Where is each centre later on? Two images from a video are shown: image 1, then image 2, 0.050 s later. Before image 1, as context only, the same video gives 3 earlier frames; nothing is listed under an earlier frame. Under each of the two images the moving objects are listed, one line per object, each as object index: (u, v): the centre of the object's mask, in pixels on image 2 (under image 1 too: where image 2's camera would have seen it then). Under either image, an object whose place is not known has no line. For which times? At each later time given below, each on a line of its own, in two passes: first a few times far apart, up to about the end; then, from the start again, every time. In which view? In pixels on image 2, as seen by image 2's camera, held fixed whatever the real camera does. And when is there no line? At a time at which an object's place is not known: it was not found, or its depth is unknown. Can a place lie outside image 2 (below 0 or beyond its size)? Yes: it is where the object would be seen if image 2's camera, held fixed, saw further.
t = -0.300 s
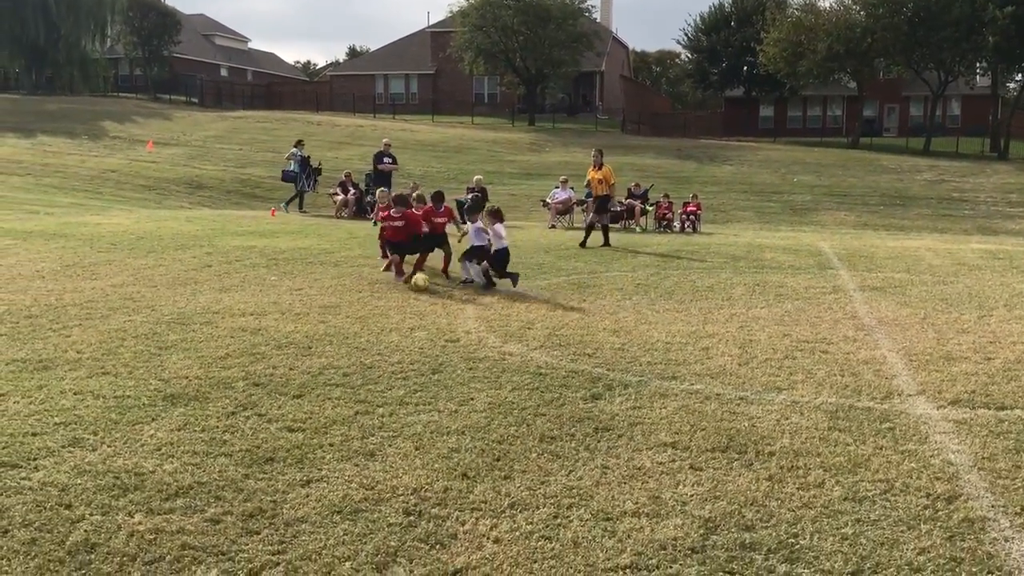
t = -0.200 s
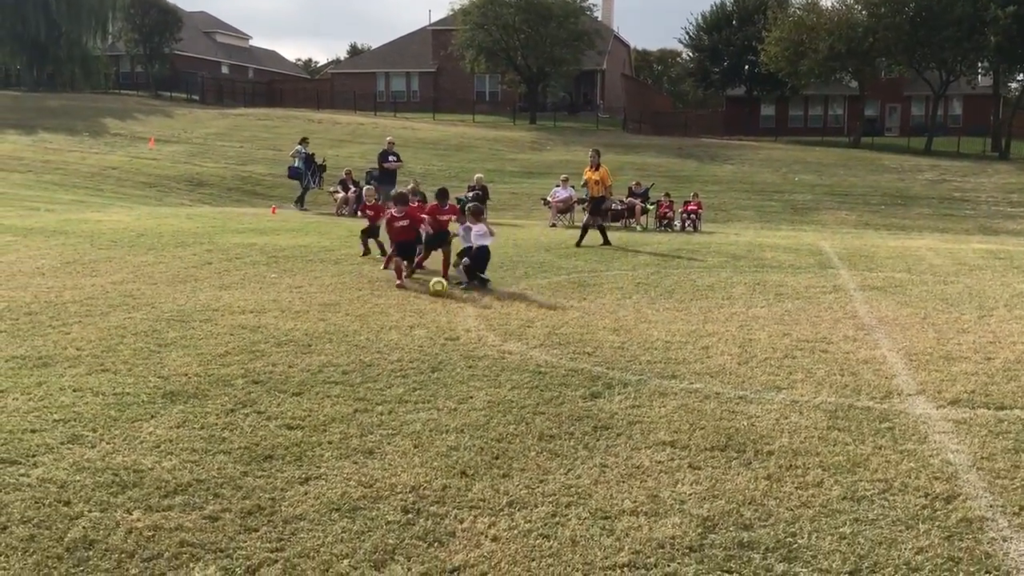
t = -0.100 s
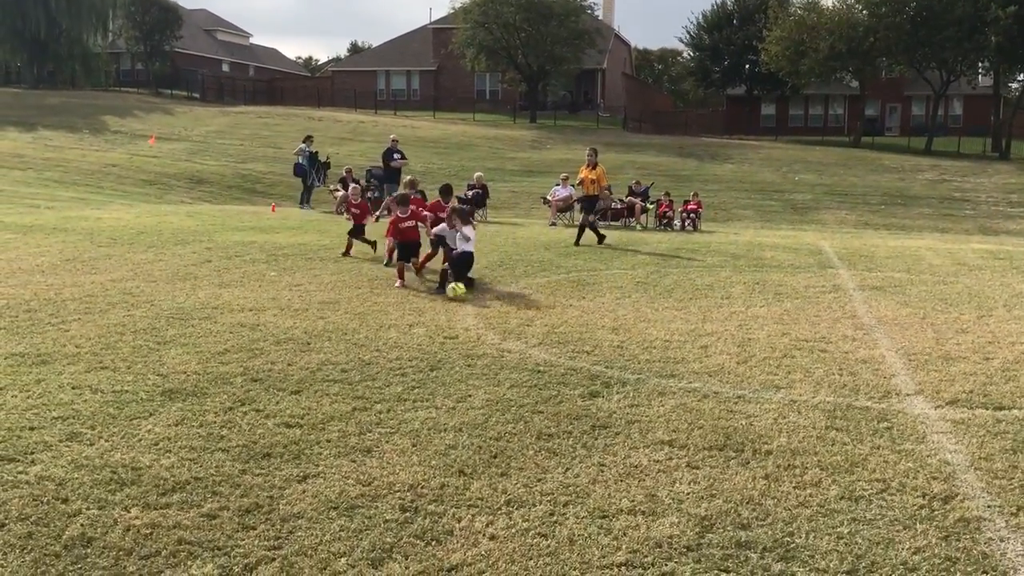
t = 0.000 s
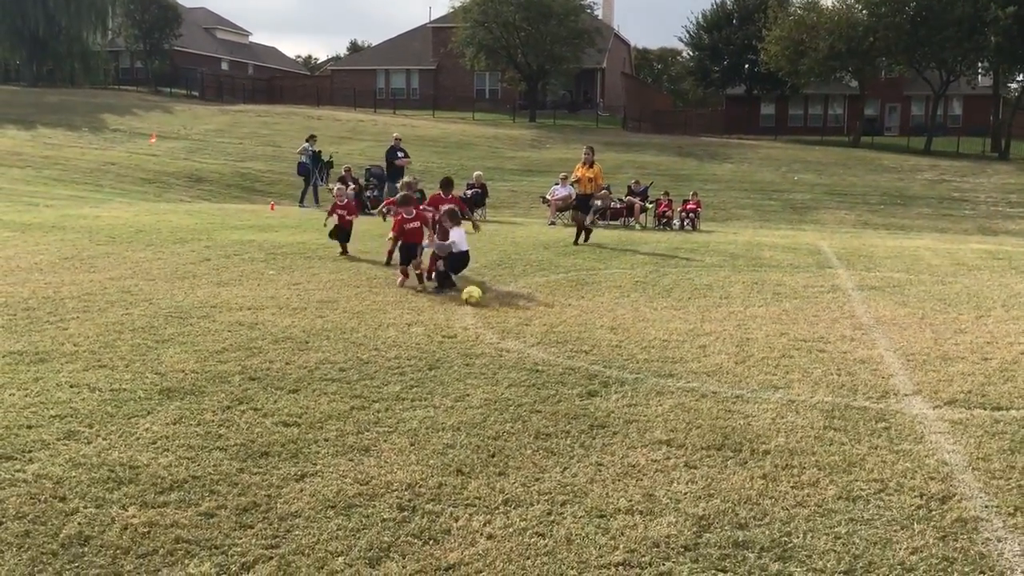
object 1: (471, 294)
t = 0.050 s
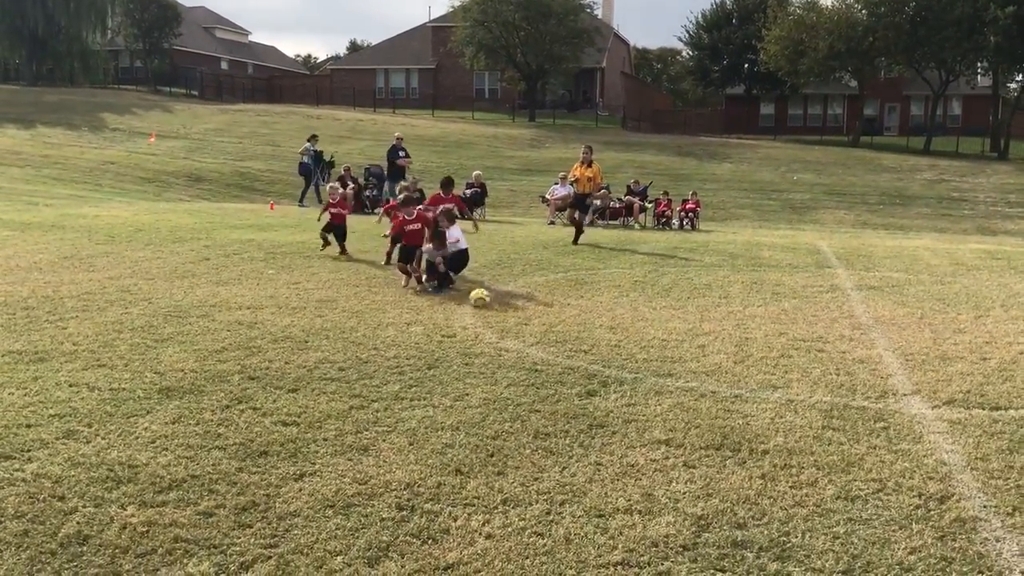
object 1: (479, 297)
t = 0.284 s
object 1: (518, 309)
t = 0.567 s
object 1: (571, 325)
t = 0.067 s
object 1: (482, 298)
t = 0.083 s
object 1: (485, 299)
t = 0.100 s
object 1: (488, 299)
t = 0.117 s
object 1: (490, 300)
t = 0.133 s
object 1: (493, 299)
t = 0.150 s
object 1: (494, 301)
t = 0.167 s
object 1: (498, 302)
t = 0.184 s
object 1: (501, 303)
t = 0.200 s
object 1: (503, 304)
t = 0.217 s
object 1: (506, 306)
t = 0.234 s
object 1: (510, 307)
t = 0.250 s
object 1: (512, 308)
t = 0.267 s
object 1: (514, 307)
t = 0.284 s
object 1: (518, 309)
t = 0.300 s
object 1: (520, 310)
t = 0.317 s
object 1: (523, 312)
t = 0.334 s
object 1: (526, 313)
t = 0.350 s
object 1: (529, 314)
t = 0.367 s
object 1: (532, 314)
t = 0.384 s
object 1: (535, 314)
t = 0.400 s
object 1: (538, 315)
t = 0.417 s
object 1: (542, 318)
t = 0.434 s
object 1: (546, 318)
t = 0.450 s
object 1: (548, 318)
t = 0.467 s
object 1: (551, 318)
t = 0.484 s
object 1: (553, 320)
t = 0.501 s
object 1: (556, 320)
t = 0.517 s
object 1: (561, 321)
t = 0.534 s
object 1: (564, 322)
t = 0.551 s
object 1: (567, 323)
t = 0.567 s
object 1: (571, 325)
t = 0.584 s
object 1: (573, 327)
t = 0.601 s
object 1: (578, 328)
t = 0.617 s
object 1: (581, 329)
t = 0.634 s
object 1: (584, 329)
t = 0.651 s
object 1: (587, 330)
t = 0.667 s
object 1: (590, 330)
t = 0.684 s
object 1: (595, 332)
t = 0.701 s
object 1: (598, 333)
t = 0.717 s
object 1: (602, 334)
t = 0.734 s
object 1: (605, 335)
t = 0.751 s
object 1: (608, 337)
